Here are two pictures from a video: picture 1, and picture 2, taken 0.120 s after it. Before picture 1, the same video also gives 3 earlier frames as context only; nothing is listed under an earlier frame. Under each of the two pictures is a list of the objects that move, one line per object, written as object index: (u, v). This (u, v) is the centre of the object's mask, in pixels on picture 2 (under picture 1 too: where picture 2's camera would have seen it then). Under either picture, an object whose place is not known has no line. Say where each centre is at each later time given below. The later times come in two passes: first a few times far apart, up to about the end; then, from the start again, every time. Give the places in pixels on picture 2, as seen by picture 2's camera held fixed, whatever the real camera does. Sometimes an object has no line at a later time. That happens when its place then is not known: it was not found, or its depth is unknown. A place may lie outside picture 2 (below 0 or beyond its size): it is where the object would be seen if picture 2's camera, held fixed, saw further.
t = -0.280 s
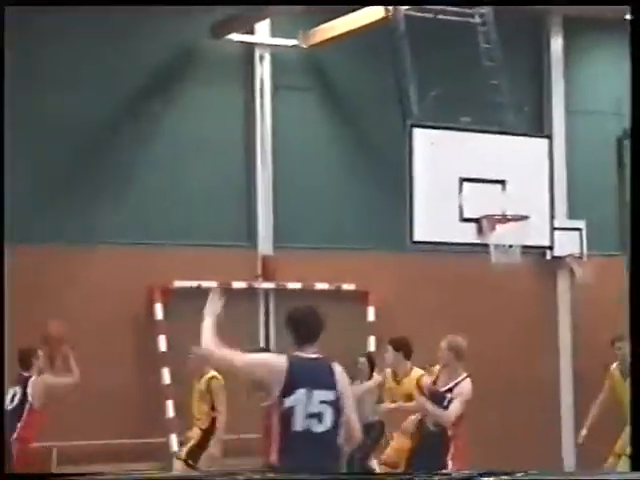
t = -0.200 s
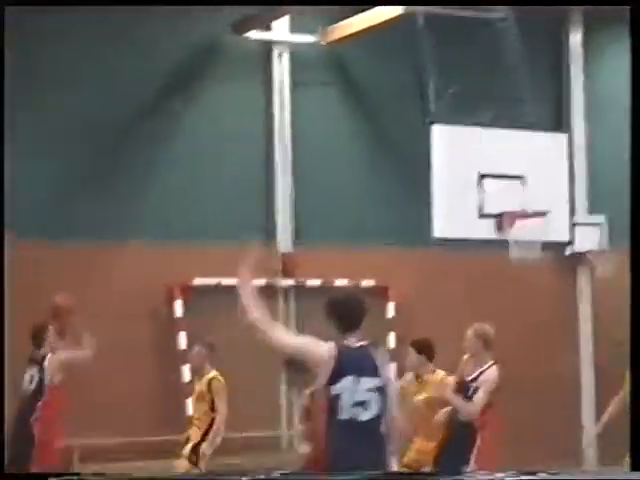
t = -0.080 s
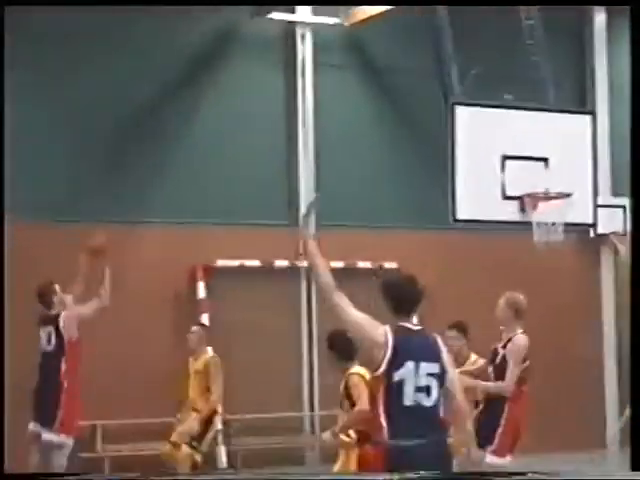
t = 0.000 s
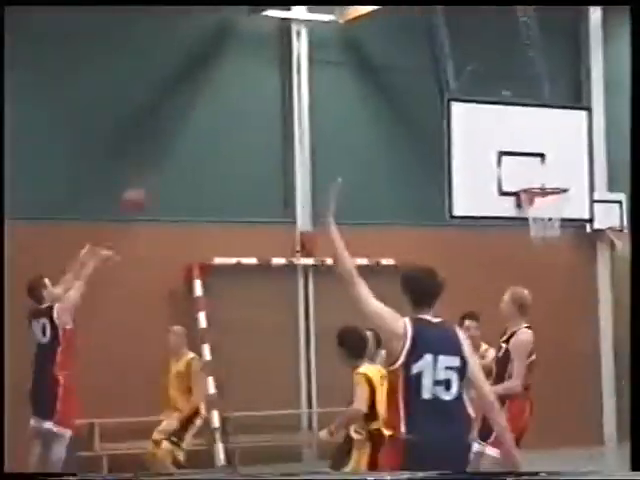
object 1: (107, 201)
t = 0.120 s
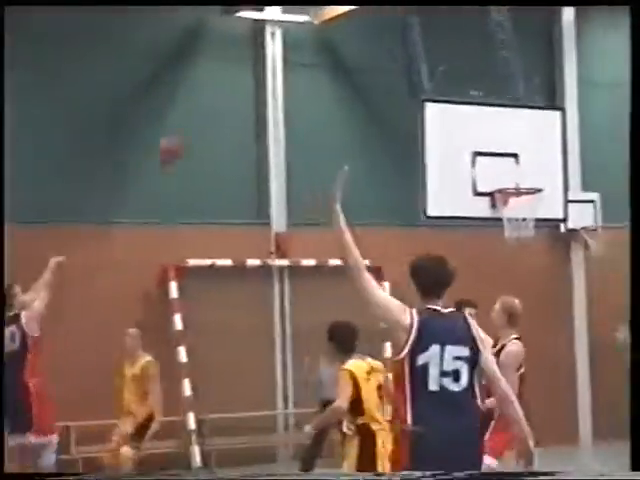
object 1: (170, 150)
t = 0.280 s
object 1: (248, 112)
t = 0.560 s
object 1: (371, 102)
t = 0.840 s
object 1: (482, 171)
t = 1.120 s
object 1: (523, 124)
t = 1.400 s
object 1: (558, 136)
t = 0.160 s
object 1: (192, 140)
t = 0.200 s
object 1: (210, 128)
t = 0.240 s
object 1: (228, 119)
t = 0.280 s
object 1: (248, 112)
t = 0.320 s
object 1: (263, 103)
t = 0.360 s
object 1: (280, 99)
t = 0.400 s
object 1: (297, 99)
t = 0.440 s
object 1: (317, 96)
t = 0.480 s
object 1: (334, 96)
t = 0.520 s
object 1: (352, 99)
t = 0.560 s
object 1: (371, 102)
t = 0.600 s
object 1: (386, 108)
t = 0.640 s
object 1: (404, 119)
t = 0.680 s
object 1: (419, 122)
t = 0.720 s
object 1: (433, 132)
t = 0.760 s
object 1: (449, 144)
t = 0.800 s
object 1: (465, 157)
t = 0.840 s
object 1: (482, 171)
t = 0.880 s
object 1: (494, 175)
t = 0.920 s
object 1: (498, 163)
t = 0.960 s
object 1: (504, 152)
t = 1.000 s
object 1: (508, 142)
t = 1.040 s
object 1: (513, 135)
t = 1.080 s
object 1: (518, 129)
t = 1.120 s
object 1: (523, 124)
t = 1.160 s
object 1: (528, 121)
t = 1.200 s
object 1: (533, 119)
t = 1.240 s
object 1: (538, 120)
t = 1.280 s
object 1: (543, 122)
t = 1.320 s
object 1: (547, 125)
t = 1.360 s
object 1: (553, 129)
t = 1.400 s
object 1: (558, 136)
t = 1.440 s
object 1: (563, 143)
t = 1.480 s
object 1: (568, 153)
